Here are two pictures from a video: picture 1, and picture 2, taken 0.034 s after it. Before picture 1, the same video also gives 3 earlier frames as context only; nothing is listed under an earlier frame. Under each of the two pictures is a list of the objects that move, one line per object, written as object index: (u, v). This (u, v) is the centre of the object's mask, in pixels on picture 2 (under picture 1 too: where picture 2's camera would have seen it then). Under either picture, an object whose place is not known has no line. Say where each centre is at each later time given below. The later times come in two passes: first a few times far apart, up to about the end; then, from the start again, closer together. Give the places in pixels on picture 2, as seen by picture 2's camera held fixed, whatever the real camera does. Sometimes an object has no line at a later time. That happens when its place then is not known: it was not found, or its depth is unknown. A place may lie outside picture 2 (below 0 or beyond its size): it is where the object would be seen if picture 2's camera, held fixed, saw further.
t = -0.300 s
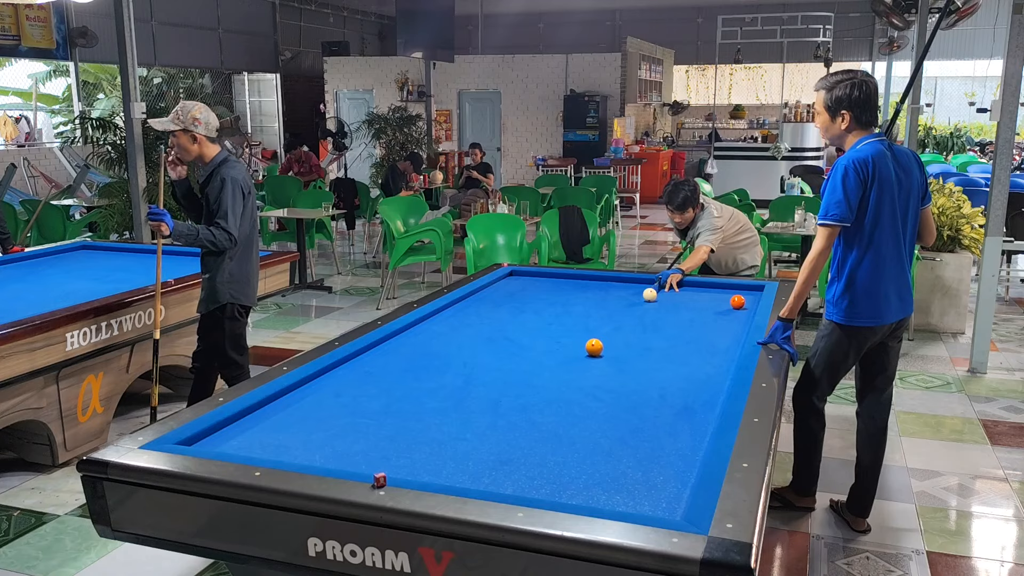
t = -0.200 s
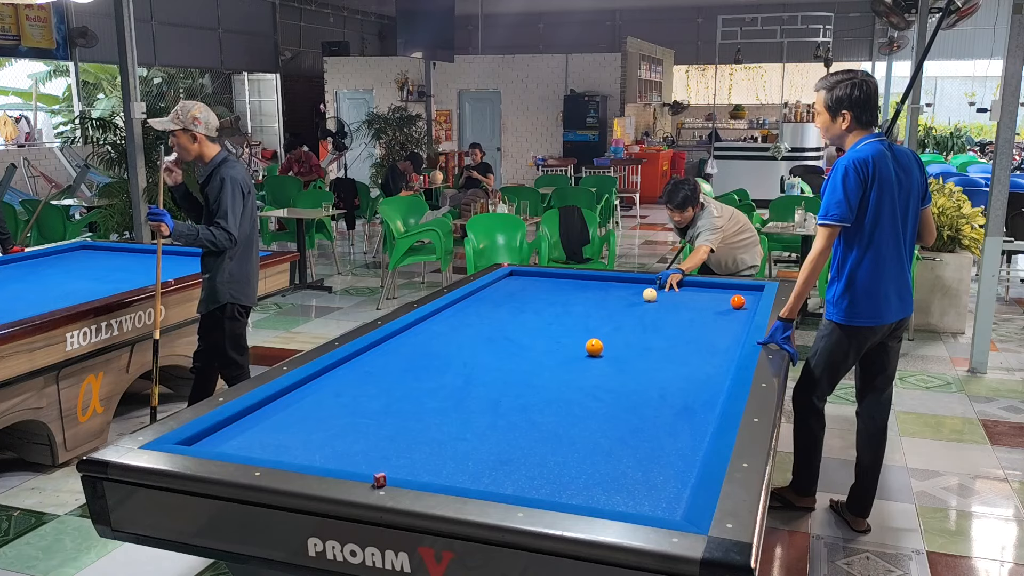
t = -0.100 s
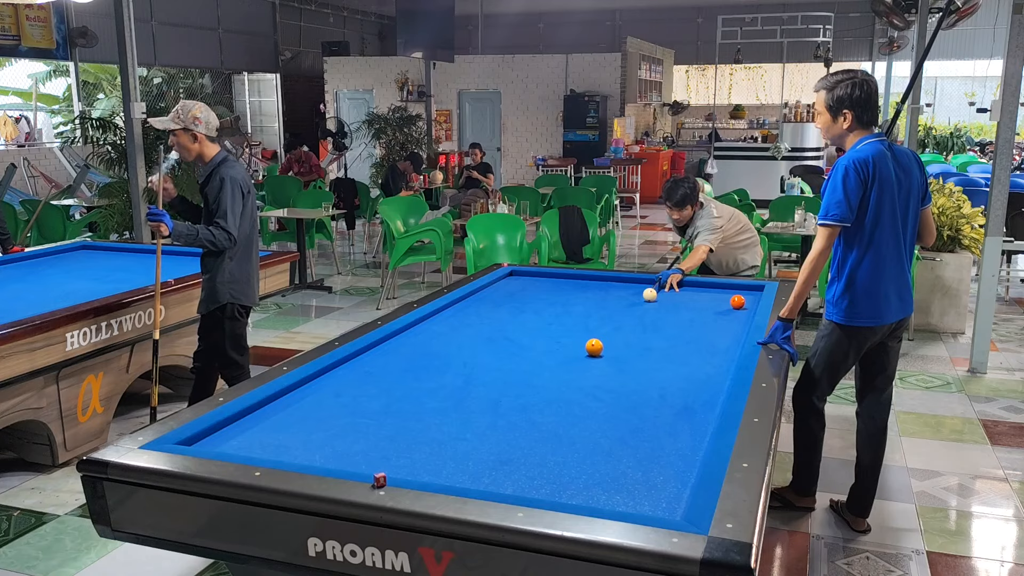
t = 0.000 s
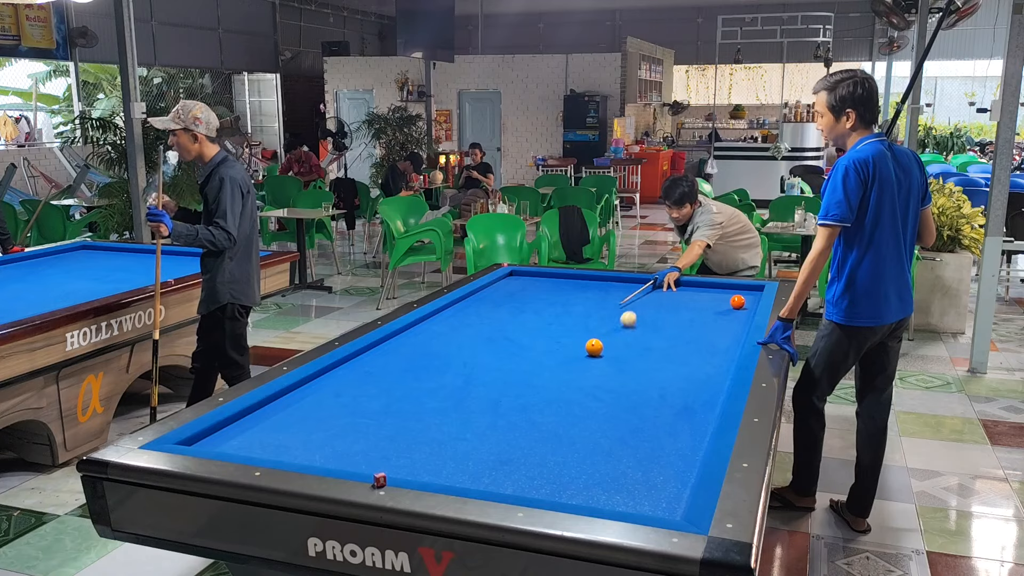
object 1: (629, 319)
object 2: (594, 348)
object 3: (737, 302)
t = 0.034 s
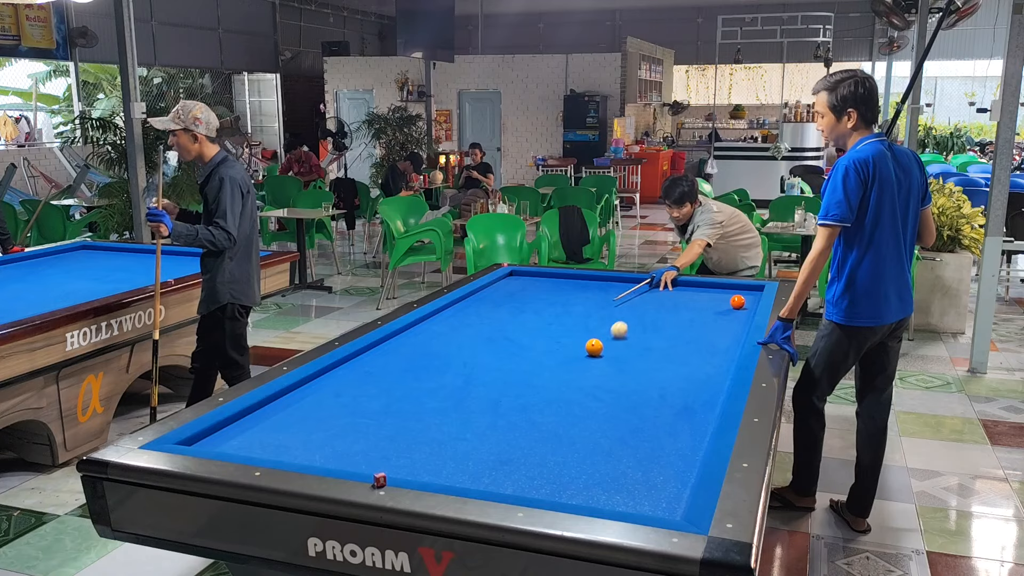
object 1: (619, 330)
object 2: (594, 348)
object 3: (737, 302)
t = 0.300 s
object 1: (717, 391)
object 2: (374, 401)
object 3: (737, 302)
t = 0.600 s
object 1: (542, 446)
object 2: (283, 415)
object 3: (737, 302)
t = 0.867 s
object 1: (411, 447)
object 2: (395, 380)
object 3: (737, 302)
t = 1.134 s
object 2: (472, 355)
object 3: (737, 302)
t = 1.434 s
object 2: (542, 332)
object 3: (737, 302)
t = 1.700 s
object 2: (595, 315)
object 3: (737, 302)
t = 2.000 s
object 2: (644, 300)
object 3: (737, 302)
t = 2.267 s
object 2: (683, 288)
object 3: (737, 302)
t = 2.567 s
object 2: (722, 291)
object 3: (737, 302)
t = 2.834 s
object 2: (751, 300)
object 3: (737, 302)
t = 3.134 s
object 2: (747, 302)
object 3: (713, 307)
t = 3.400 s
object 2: (746, 304)
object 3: (691, 311)
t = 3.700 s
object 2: (745, 306)
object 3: (667, 315)
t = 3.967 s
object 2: (745, 308)
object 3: (645, 319)
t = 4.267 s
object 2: (745, 310)
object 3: (620, 324)
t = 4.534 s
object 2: (745, 311)
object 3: (597, 328)
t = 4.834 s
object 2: (745, 312)
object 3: (572, 333)
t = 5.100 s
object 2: (745, 313)
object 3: (549, 337)
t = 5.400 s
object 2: (744, 314)
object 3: (523, 341)
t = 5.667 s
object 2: (743, 314)
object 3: (500, 346)
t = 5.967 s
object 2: (742, 315)
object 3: (474, 351)
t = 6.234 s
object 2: (742, 315)
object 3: (451, 355)
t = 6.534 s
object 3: (425, 360)
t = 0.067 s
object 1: (610, 342)
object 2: (594, 348)
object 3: (737, 302)
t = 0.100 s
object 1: (620, 349)
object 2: (572, 352)
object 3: (737, 302)
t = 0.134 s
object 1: (637, 355)
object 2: (542, 360)
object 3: (737, 302)
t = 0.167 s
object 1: (655, 362)
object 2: (512, 367)
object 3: (737, 302)
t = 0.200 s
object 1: (673, 369)
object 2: (480, 375)
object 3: (737, 302)
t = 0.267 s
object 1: (709, 384)
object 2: (411, 392)
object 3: (737, 302)
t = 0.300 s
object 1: (717, 391)
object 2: (374, 401)
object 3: (737, 302)
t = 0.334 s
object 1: (698, 396)
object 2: (336, 410)
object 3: (737, 302)
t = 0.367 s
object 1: (679, 401)
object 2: (296, 420)
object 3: (737, 302)
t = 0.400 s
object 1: (660, 406)
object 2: (254, 430)
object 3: (737, 302)
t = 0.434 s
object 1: (640, 412)
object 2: (210, 439)
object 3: (737, 302)
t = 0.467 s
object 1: (621, 418)
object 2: (198, 439)
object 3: (737, 302)
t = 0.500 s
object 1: (602, 425)
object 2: (221, 434)
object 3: (737, 302)
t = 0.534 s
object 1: (583, 432)
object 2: (243, 427)
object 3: (737, 302)
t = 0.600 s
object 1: (542, 446)
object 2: (283, 415)
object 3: (737, 302)
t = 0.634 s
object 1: (520, 455)
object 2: (301, 410)
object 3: (737, 302)
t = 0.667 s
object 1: (498, 463)
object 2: (317, 404)
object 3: (737, 302)
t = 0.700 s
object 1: (473, 471)
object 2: (332, 399)
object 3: (737, 302)
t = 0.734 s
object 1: (450, 476)
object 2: (346, 395)
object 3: (737, 302)
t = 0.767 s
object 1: (434, 473)
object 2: (360, 391)
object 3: (737, 302)
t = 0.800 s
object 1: (426, 465)
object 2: (372, 386)
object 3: (737, 302)
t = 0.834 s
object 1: (418, 456)
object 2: (384, 383)
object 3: (737, 302)
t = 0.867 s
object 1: (411, 447)
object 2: (395, 380)
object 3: (737, 302)
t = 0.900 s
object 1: (404, 438)
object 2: (405, 376)
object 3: (737, 302)
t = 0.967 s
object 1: (389, 423)
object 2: (425, 370)
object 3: (737, 302)
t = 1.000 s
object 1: (381, 417)
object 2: (435, 367)
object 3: (737, 302)
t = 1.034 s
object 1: (374, 411)
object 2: (445, 364)
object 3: (737, 302)
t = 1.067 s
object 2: (454, 360)
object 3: (737, 302)
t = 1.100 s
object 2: (463, 357)
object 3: (737, 302)
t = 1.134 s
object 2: (472, 355)
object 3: (737, 302)
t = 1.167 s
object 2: (480, 352)
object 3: (737, 302)
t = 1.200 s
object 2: (489, 349)
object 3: (737, 302)
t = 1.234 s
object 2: (497, 346)
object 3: (737, 302)
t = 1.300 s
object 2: (513, 341)
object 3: (737, 302)
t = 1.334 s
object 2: (520, 339)
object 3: (737, 302)
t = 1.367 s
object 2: (528, 337)
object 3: (737, 302)
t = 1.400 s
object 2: (535, 335)
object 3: (737, 302)
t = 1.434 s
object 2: (542, 332)
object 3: (737, 302)
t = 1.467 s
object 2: (549, 330)
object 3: (737, 302)
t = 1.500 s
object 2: (556, 328)
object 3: (737, 302)
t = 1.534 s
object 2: (563, 325)
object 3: (737, 302)
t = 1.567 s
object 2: (569, 323)
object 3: (737, 302)
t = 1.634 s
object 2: (582, 319)
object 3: (737, 302)
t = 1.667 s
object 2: (588, 317)
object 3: (737, 302)
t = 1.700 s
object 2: (595, 315)
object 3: (737, 302)
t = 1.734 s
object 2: (600, 314)
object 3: (737, 302)
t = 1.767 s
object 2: (606, 312)
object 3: (737, 302)
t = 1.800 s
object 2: (612, 310)
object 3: (737, 302)
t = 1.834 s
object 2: (618, 308)
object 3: (737, 302)
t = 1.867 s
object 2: (623, 306)
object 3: (737, 302)
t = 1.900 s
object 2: (629, 305)
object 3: (737, 302)
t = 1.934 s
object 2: (634, 303)
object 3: (737, 302)
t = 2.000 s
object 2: (644, 300)
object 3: (737, 302)
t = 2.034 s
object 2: (650, 298)
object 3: (737, 302)
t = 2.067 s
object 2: (655, 297)
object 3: (737, 302)
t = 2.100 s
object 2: (660, 295)
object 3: (737, 302)
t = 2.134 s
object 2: (664, 293)
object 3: (737, 302)
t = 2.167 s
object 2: (669, 292)
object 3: (737, 302)
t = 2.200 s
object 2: (674, 290)
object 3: (737, 302)
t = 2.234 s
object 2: (678, 289)
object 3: (737, 302)
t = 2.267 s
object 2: (683, 288)
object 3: (737, 302)
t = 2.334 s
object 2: (692, 285)
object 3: (737, 302)
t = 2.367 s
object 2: (696, 283)
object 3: (737, 302)
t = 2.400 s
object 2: (700, 284)
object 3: (737, 302)
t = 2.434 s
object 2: (704, 286)
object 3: (737, 302)
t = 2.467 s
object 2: (709, 287)
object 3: (737, 302)
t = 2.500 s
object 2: (713, 288)
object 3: (737, 302)
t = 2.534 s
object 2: (717, 290)
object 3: (737, 302)
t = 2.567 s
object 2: (722, 291)
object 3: (737, 302)
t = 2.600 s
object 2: (726, 292)
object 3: (737, 302)
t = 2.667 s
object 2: (735, 293)
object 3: (738, 302)
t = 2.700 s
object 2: (740, 293)
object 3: (738, 302)
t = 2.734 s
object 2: (746, 296)
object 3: (737, 302)
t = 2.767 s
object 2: (750, 298)
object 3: (737, 302)
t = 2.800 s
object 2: (753, 299)
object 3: (737, 302)
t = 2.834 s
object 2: (751, 300)
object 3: (737, 302)
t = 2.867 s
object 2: (749, 300)
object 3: (736, 302)
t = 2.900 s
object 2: (748, 301)
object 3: (733, 303)
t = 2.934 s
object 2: (748, 301)
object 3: (730, 304)
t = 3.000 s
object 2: (748, 301)
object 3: (724, 305)
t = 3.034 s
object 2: (748, 302)
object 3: (721, 305)
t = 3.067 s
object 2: (747, 302)
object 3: (719, 305)
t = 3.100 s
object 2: (747, 302)
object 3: (716, 306)
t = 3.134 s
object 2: (747, 302)
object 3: (713, 307)
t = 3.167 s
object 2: (747, 303)
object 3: (710, 307)
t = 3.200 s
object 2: (747, 303)
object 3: (707, 307)
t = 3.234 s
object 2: (746, 303)
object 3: (705, 308)
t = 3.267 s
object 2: (746, 303)
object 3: (702, 308)
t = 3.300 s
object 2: (746, 304)
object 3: (699, 309)
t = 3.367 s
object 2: (746, 304)
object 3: (694, 310)
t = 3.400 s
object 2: (746, 304)
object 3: (691, 311)
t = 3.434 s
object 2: (746, 304)
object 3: (688, 311)
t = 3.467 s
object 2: (746, 305)
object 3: (686, 312)
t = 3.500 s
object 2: (745, 305)
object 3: (683, 312)
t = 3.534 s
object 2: (745, 305)
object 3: (680, 312)
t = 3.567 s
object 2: (745, 305)
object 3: (678, 313)
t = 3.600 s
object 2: (745, 305)
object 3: (675, 313)
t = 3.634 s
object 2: (745, 306)
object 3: (672, 314)
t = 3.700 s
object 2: (745, 306)
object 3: (667, 315)
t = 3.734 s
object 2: (745, 306)
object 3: (664, 316)
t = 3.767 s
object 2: (745, 306)
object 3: (661, 316)
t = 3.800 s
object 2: (745, 307)
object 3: (658, 317)
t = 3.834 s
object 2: (745, 307)
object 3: (656, 317)
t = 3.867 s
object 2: (745, 307)
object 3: (653, 318)
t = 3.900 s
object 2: (745, 307)
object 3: (650, 318)
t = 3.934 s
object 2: (745, 308)
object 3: (647, 319)
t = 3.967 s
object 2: (745, 308)
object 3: (645, 319)
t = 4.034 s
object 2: (745, 308)
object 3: (639, 320)
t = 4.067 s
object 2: (745, 308)
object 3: (636, 321)
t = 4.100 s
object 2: (745, 309)
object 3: (634, 321)
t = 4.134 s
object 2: (745, 309)
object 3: (631, 322)
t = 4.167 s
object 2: (745, 309)
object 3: (628, 322)
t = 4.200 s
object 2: (745, 309)
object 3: (625, 323)
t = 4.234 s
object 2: (745, 309)
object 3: (622, 323)
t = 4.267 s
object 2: (745, 310)
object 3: (620, 324)
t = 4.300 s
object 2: (745, 310)
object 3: (617, 324)
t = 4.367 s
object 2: (745, 310)
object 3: (611, 325)
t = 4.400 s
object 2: (745, 310)
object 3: (608, 326)
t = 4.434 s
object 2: (745, 310)
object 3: (606, 326)
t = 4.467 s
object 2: (745, 310)
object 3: (603, 327)
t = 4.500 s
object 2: (745, 311)
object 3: (600, 327)
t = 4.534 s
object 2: (745, 311)
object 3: (597, 328)
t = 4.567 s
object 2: (745, 311)
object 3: (594, 328)
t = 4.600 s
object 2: (745, 311)
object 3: (591, 329)
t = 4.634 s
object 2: (745, 311)
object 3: (589, 329)
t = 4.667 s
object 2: (745, 311)
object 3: (586, 330)
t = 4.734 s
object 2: (745, 312)
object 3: (580, 331)
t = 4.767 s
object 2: (745, 312)
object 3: (577, 331)
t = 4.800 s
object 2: (745, 312)
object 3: (575, 332)
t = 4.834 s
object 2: (745, 312)
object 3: (572, 333)
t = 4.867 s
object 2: (745, 312)
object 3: (569, 333)
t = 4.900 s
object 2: (745, 312)
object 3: (566, 334)
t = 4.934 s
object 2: (745, 312)
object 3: (563, 334)
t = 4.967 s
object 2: (745, 313)
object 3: (560, 335)
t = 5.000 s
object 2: (745, 313)
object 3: (558, 335)
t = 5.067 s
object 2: (745, 313)
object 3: (552, 336)
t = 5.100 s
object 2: (745, 313)
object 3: (549, 337)
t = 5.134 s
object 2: (745, 313)
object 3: (546, 337)
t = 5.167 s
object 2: (745, 313)
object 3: (543, 338)
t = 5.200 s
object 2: (745, 313)
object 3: (540, 338)
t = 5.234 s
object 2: (745, 313)
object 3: (537, 339)
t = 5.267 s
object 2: (745, 313)
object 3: (535, 339)
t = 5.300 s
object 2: (744, 313)
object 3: (532, 340)
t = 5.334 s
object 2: (744, 314)
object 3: (529, 340)
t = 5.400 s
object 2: (744, 314)
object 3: (523, 341)
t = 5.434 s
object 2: (744, 314)
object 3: (520, 342)
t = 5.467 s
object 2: (744, 314)
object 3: (518, 343)
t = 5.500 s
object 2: (743, 314)
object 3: (515, 343)
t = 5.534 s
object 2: (743, 314)
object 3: (512, 344)
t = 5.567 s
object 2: (743, 314)
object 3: (509, 344)
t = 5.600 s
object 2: (743, 314)
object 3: (506, 345)
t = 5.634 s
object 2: (743, 314)
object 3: (503, 345)
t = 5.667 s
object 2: (743, 314)
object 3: (500, 346)
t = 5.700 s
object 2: (743, 314)
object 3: (497, 346)
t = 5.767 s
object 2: (743, 314)
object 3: (492, 347)
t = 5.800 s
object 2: (742, 314)
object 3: (489, 348)
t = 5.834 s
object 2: (742, 315)
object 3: (486, 349)
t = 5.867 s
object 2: (742, 315)
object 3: (483, 349)
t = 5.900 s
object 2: (742, 315)
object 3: (480, 350)
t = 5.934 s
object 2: (742, 315)
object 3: (477, 350)
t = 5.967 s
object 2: (742, 315)
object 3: (474, 351)
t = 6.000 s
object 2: (742, 315)
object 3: (471, 351)
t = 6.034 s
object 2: (742, 315)
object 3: (468, 352)
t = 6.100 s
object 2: (742, 315)
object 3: (462, 353)
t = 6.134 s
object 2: (742, 315)
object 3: (459, 354)
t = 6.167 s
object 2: (742, 315)
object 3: (457, 354)
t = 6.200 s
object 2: (742, 315)
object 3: (454, 354)
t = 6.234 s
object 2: (742, 315)
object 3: (451, 355)
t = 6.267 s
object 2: (742, 315)
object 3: (448, 356)
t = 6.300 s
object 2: (742, 315)
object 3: (445, 356)
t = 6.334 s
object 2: (742, 315)
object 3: (442, 357)
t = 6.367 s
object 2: (742, 315)
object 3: (439, 357)
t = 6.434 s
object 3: (434, 358)
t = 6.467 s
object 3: (431, 359)
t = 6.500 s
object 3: (428, 360)
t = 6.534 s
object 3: (425, 360)
